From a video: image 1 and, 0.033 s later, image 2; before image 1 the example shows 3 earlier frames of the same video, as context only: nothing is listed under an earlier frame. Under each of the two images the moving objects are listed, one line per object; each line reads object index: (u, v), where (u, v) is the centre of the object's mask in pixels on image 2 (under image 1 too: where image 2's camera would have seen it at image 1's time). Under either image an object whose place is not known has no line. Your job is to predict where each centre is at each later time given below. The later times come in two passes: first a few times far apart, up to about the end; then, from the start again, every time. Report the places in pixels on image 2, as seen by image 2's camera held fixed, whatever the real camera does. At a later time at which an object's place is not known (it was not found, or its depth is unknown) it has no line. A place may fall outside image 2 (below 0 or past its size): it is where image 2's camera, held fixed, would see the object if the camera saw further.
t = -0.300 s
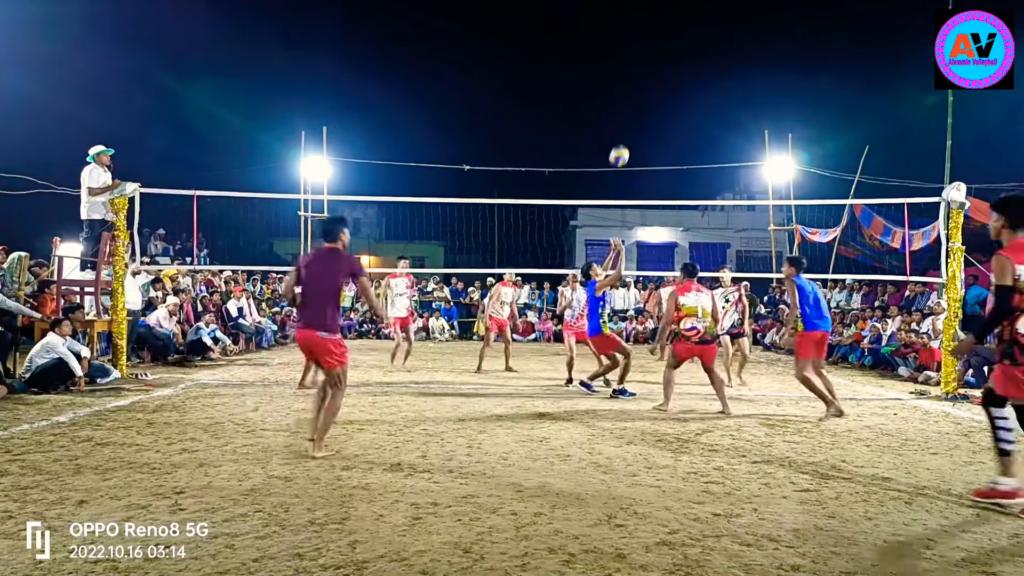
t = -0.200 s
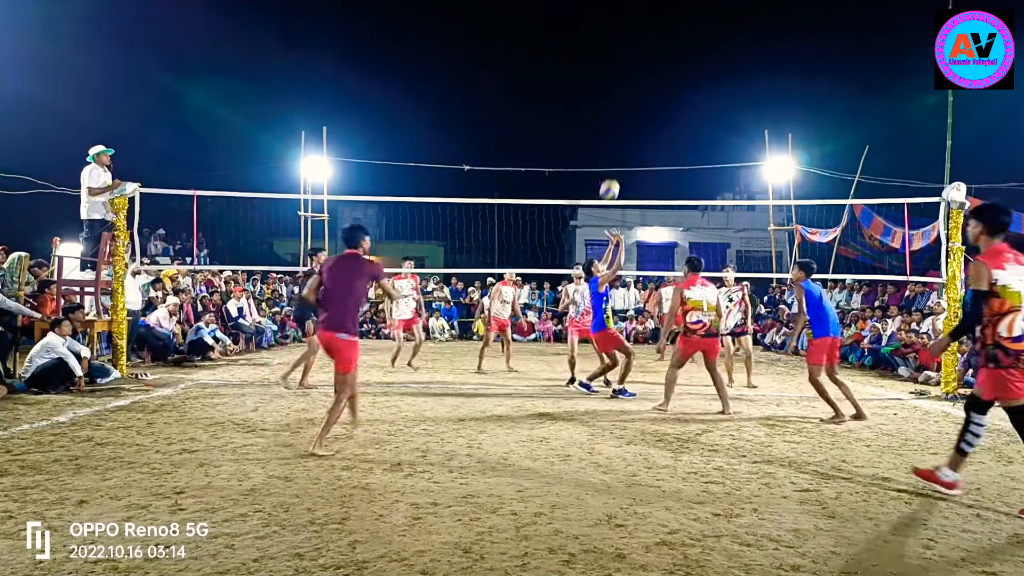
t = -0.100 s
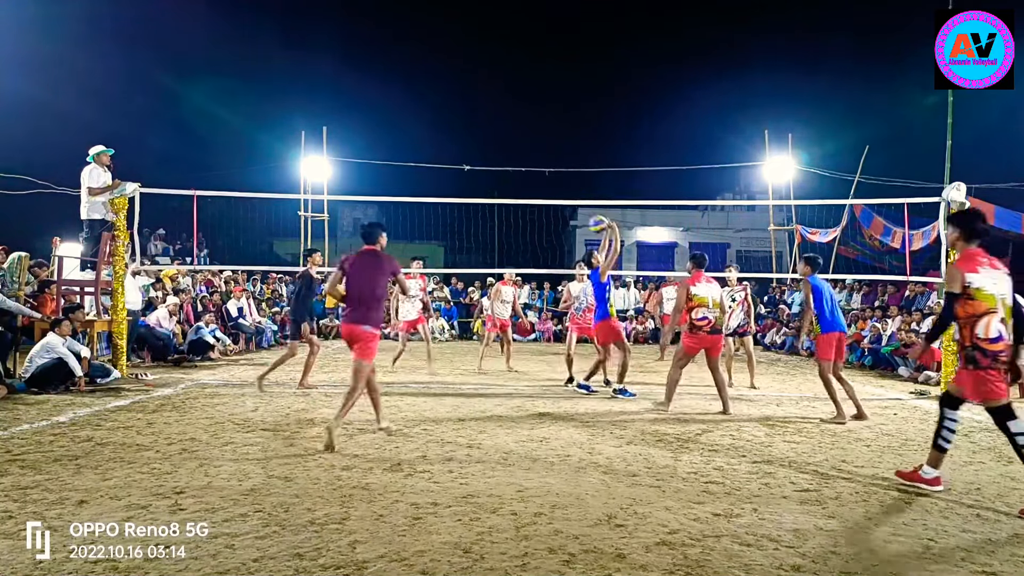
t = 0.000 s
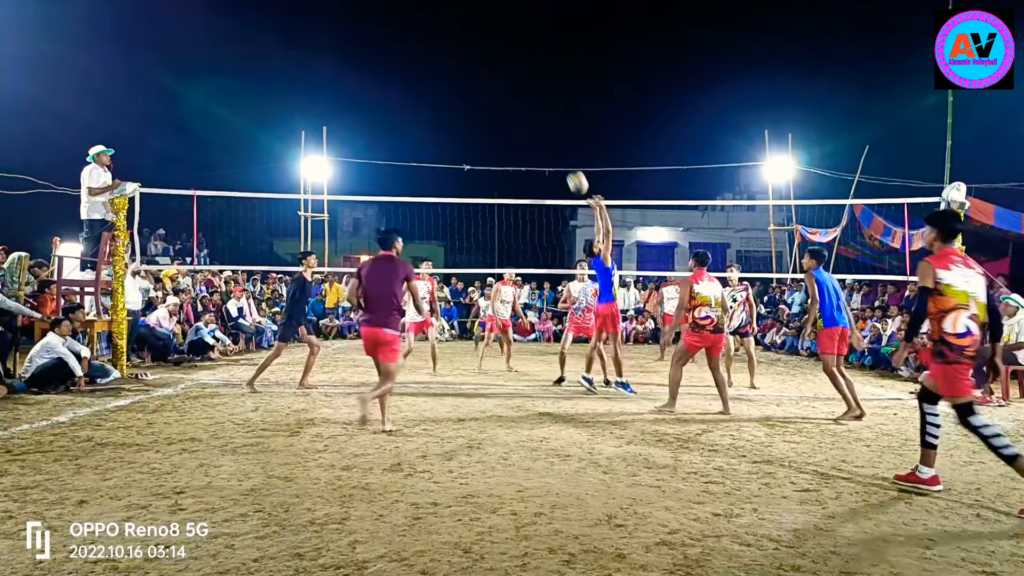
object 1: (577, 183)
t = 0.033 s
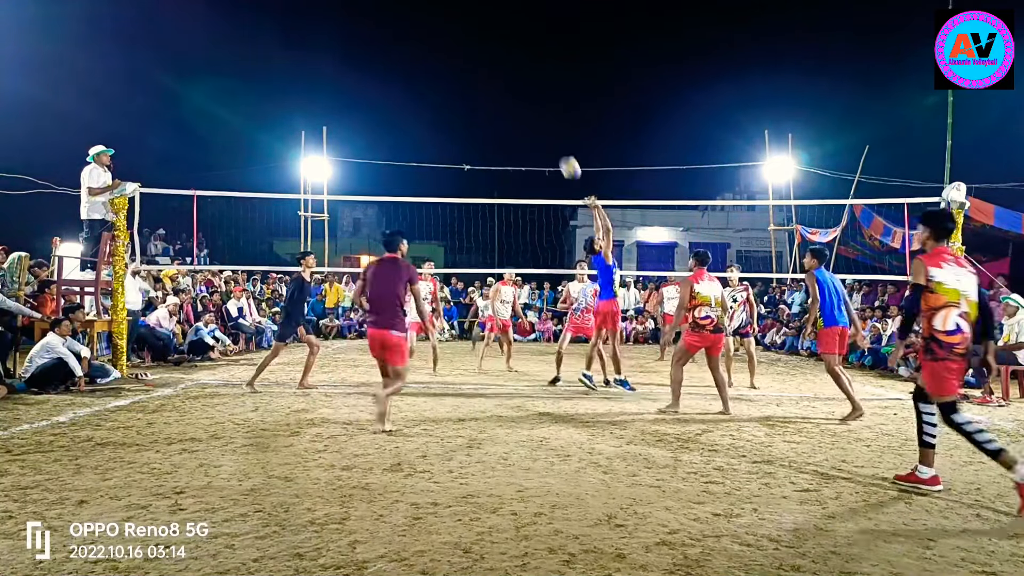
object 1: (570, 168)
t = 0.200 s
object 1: (533, 109)
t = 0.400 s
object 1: (487, 71)
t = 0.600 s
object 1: (440, 66)
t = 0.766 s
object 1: (400, 88)
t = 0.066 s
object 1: (562, 154)
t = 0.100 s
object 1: (555, 142)
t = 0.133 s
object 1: (548, 130)
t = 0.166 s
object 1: (540, 119)
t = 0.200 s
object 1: (533, 109)
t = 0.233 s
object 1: (525, 101)
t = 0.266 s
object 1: (517, 93)
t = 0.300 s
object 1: (510, 86)
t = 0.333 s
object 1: (502, 80)
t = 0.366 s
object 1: (495, 75)
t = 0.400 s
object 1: (487, 71)
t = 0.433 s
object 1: (479, 67)
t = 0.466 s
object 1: (471, 65)
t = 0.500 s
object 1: (463, 64)
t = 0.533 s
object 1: (455, 64)
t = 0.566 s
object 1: (448, 65)
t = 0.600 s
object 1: (440, 66)
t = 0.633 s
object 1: (432, 69)
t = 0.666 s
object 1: (424, 72)
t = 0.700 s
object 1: (416, 77)
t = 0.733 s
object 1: (408, 82)
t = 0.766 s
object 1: (400, 88)
